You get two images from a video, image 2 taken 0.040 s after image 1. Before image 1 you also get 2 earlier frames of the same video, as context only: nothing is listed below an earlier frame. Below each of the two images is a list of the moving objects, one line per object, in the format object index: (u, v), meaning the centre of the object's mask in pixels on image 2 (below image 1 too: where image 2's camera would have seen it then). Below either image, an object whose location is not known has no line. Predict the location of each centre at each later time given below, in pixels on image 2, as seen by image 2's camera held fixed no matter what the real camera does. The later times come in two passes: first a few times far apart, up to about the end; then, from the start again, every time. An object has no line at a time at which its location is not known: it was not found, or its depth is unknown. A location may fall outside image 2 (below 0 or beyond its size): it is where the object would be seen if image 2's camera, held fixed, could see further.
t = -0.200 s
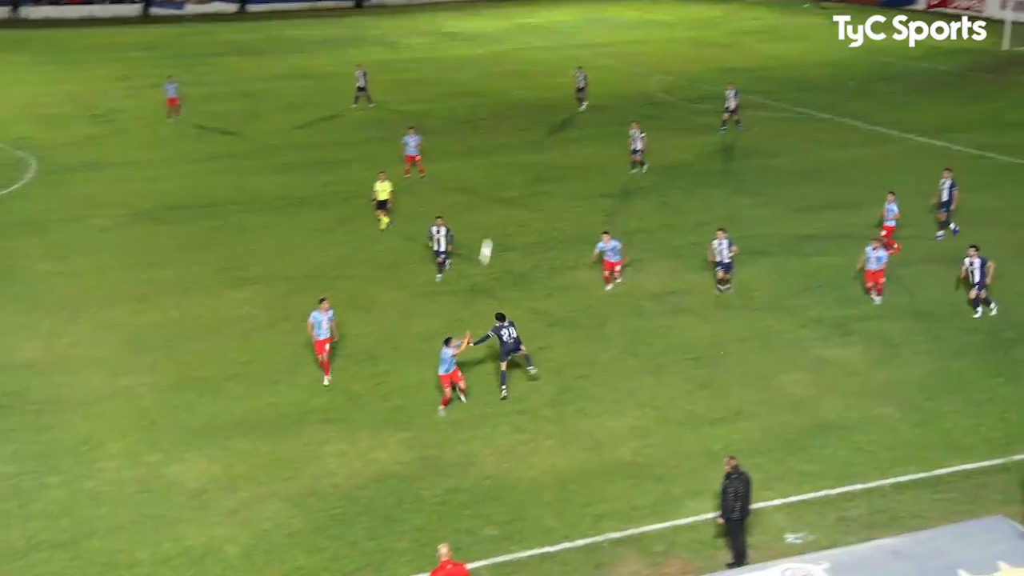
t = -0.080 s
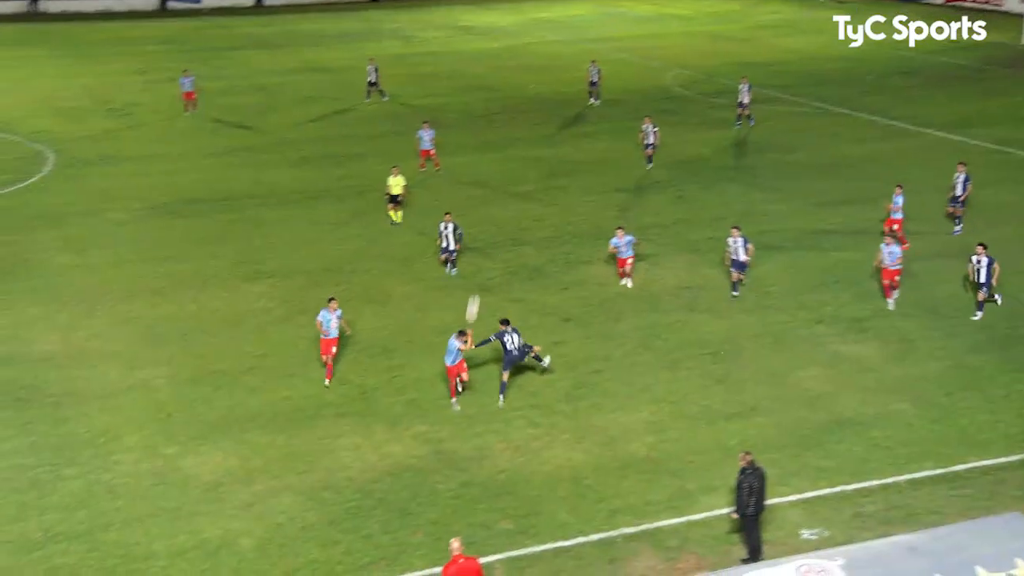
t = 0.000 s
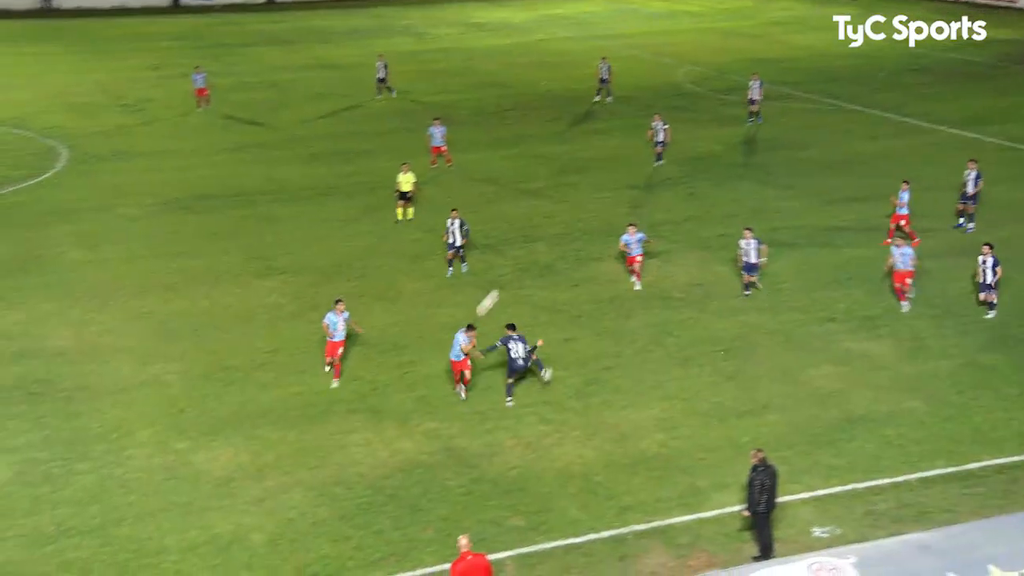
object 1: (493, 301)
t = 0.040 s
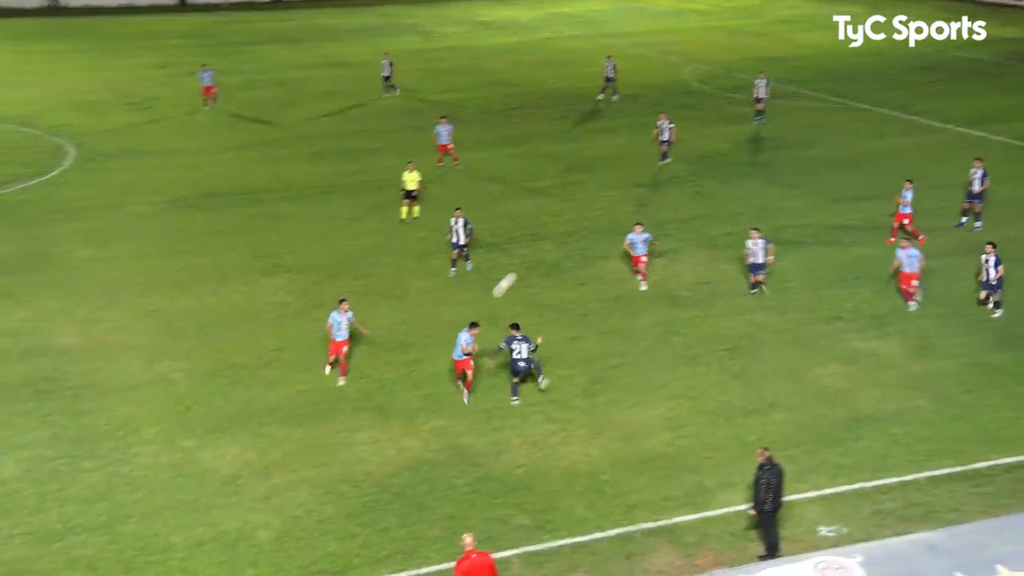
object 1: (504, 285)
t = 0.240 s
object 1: (560, 217)
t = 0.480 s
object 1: (622, 165)
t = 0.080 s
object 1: (516, 269)
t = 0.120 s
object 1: (526, 255)
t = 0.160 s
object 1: (538, 242)
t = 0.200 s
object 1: (549, 229)
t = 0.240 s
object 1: (560, 217)
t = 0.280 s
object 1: (571, 207)
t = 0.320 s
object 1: (581, 197)
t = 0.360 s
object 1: (592, 188)
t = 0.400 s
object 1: (602, 179)
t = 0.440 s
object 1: (612, 171)
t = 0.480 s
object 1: (622, 165)
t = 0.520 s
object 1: (632, 159)
